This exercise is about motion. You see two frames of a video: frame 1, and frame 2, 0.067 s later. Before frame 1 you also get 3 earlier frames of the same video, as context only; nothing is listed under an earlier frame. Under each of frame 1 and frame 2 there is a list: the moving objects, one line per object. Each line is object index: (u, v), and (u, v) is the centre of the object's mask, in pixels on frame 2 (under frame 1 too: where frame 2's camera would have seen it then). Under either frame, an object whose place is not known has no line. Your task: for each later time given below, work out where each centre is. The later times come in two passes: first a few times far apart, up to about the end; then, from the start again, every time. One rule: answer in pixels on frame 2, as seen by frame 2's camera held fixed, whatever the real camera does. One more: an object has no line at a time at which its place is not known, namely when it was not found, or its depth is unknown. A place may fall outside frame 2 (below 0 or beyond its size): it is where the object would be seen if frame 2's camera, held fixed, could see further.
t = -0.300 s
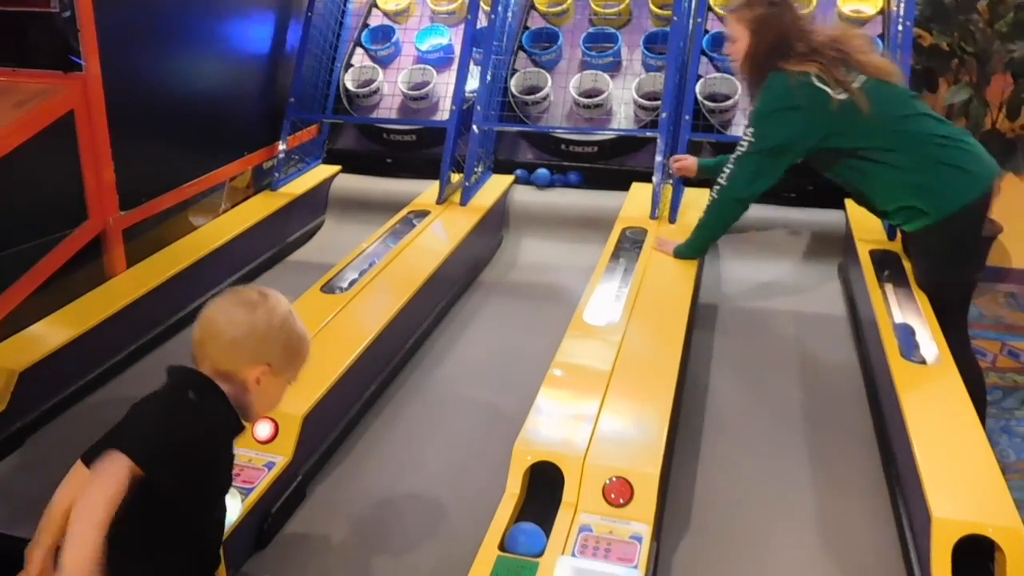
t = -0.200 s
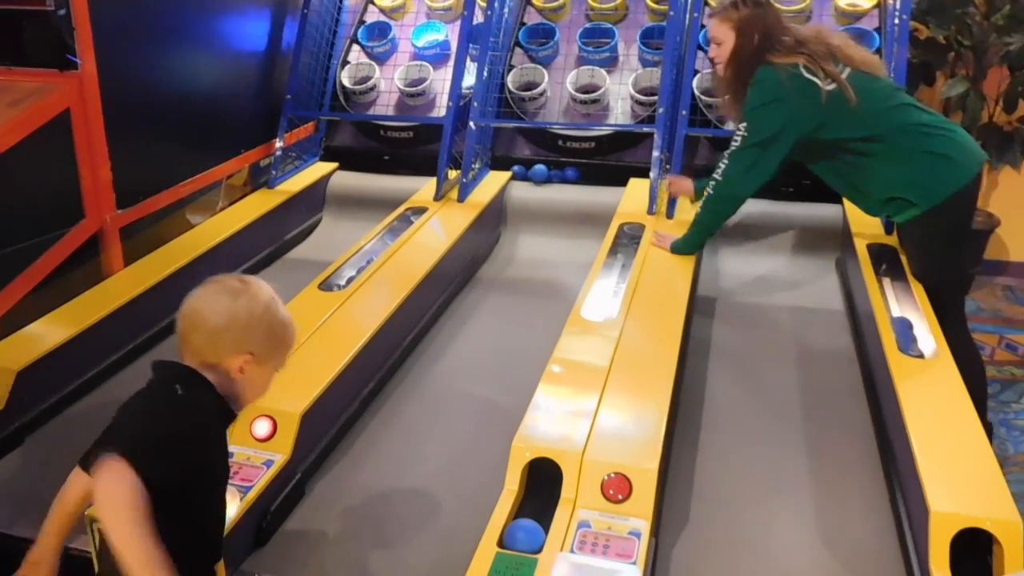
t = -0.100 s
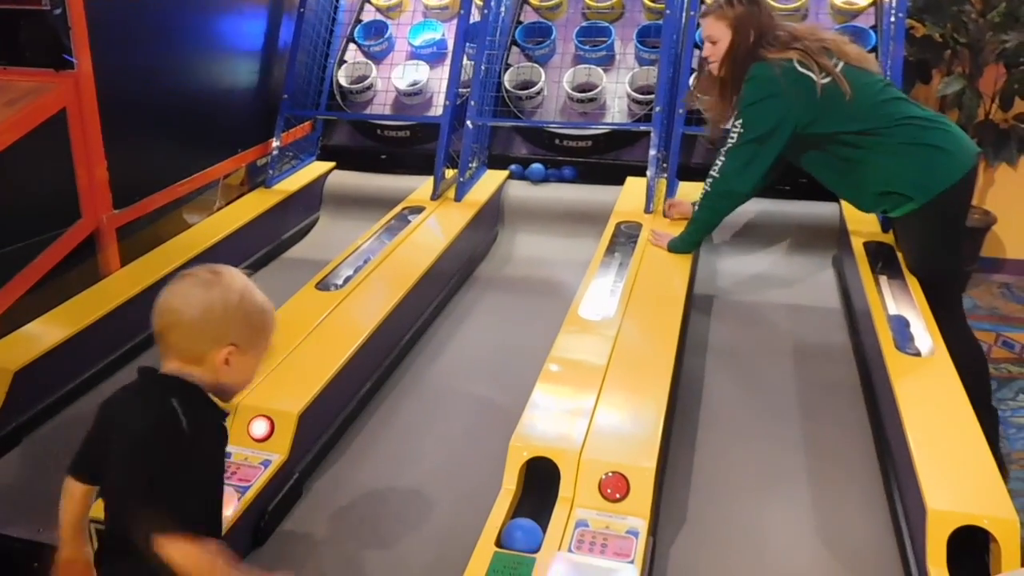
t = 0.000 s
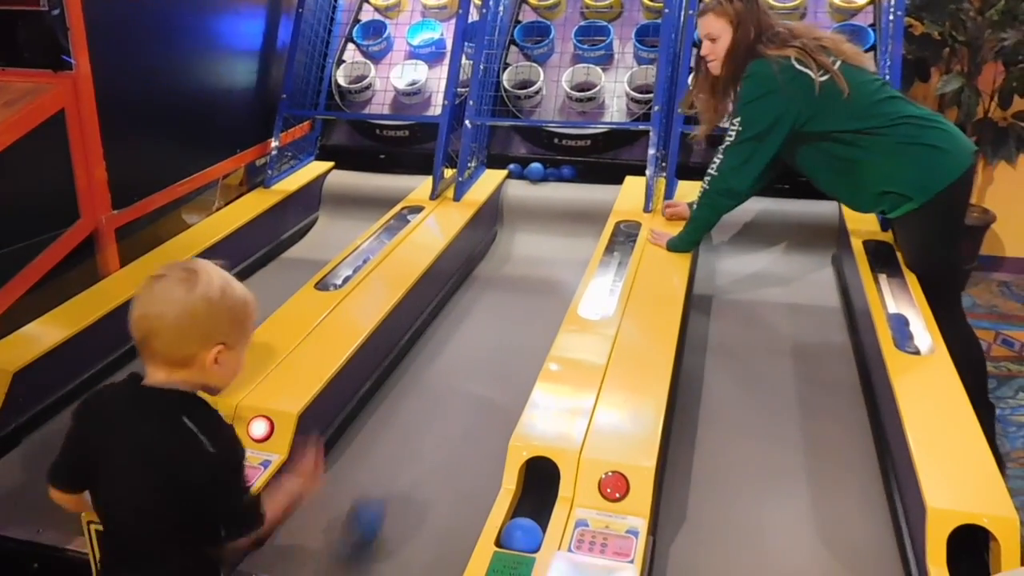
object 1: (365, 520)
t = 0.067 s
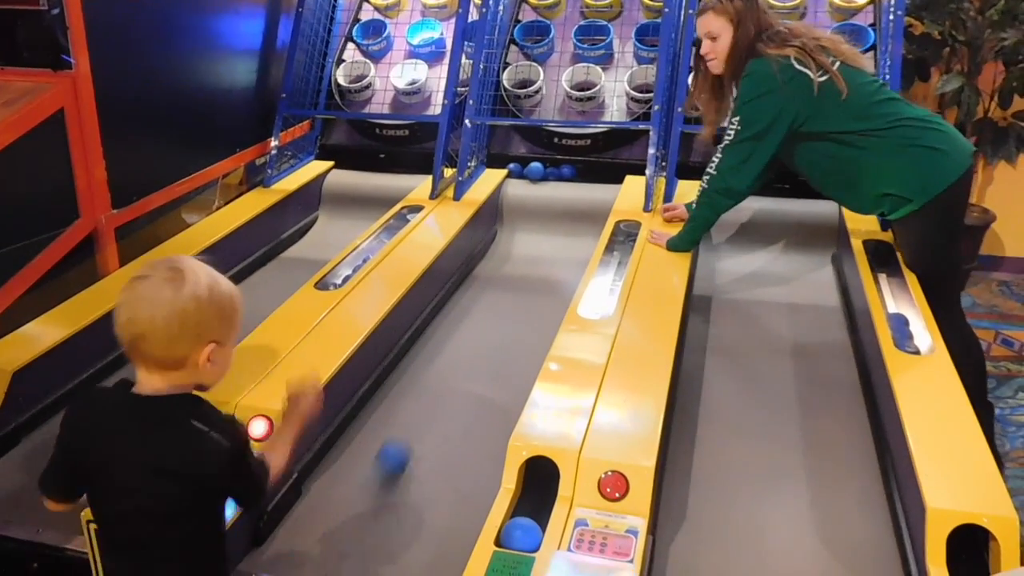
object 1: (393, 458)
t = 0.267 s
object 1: (443, 344)
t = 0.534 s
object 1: (495, 256)
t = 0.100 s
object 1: (404, 436)
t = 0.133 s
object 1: (415, 414)
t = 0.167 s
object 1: (422, 394)
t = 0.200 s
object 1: (429, 377)
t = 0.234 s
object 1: (437, 359)
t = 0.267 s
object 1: (443, 344)
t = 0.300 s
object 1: (448, 330)
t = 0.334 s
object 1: (454, 317)
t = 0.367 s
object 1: (459, 303)
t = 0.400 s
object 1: (463, 292)
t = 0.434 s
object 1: (472, 283)
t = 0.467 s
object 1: (480, 274)
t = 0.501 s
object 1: (487, 265)
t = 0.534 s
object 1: (495, 256)
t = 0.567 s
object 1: (501, 247)
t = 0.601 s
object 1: (507, 235)
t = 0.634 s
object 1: (511, 222)
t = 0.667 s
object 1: (513, 204)
